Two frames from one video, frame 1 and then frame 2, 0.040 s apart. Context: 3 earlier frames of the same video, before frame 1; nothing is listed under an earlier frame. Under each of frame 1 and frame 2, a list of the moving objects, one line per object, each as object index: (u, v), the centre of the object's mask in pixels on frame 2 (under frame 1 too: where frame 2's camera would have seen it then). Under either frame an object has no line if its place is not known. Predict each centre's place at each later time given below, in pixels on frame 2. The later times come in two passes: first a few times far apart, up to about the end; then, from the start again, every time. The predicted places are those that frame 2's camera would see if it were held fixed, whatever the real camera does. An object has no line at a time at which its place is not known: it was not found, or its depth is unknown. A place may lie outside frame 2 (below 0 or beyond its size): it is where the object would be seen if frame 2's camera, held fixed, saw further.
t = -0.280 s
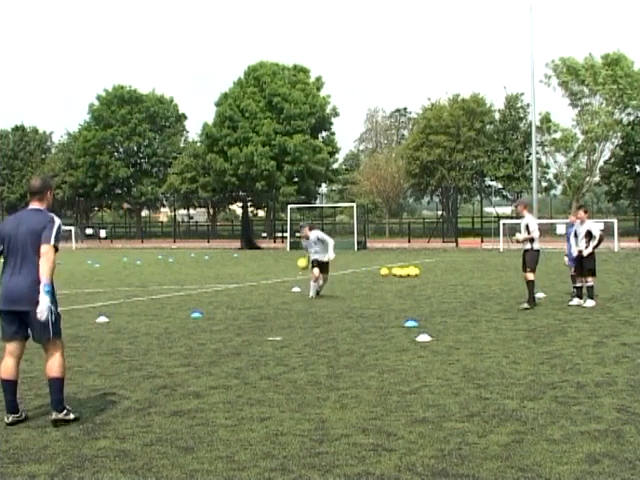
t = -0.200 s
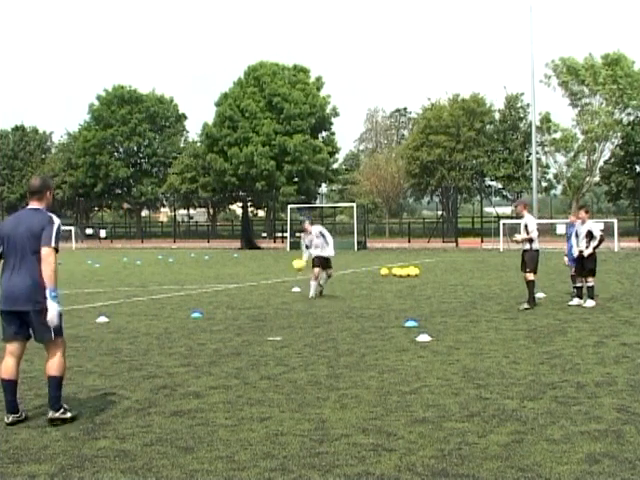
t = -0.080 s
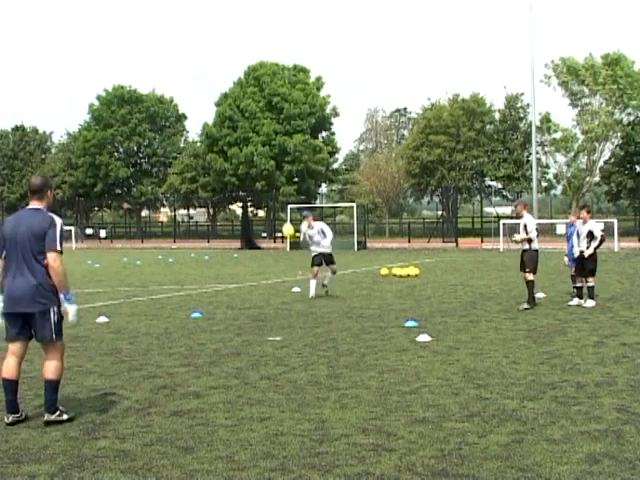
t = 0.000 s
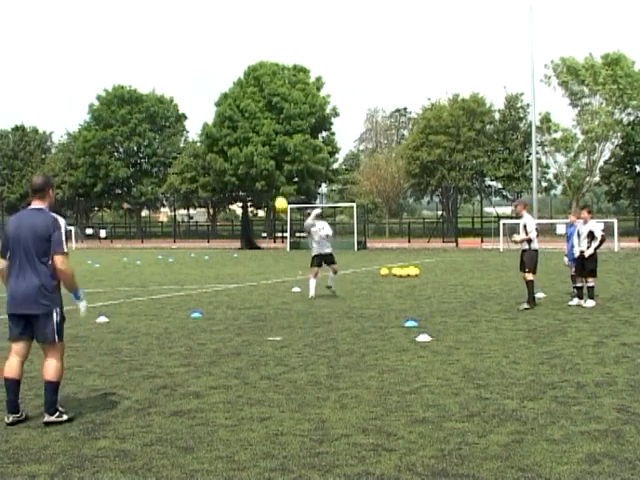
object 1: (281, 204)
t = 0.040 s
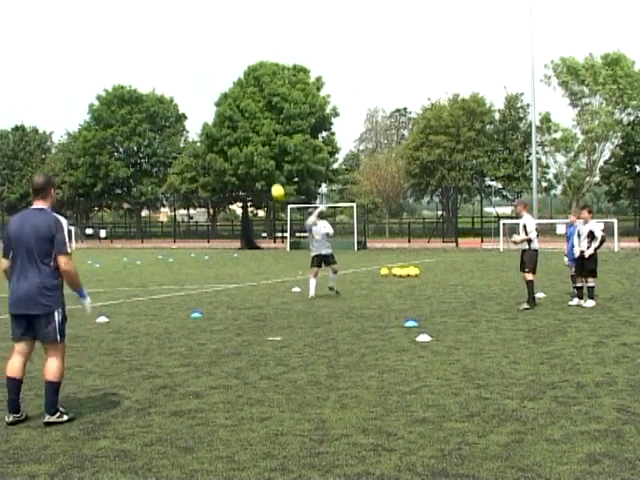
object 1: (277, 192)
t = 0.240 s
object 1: (257, 138)
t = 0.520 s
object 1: (225, 100)
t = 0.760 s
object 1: (192, 113)
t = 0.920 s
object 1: (164, 157)
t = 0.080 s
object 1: (274, 180)
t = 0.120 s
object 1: (270, 168)
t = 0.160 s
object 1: (266, 158)
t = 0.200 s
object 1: (262, 149)
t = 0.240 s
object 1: (257, 138)
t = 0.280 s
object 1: (253, 130)
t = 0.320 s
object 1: (247, 124)
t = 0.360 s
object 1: (244, 117)
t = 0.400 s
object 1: (240, 111)
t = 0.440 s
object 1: (235, 105)
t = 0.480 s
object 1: (230, 102)
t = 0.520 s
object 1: (225, 100)
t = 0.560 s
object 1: (221, 98)
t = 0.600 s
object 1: (215, 99)
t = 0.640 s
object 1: (210, 100)
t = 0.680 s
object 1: (204, 103)
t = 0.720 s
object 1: (199, 107)
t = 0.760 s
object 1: (192, 113)
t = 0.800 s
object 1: (186, 119)
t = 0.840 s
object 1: (178, 130)
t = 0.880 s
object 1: (170, 145)
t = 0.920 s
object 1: (164, 157)
